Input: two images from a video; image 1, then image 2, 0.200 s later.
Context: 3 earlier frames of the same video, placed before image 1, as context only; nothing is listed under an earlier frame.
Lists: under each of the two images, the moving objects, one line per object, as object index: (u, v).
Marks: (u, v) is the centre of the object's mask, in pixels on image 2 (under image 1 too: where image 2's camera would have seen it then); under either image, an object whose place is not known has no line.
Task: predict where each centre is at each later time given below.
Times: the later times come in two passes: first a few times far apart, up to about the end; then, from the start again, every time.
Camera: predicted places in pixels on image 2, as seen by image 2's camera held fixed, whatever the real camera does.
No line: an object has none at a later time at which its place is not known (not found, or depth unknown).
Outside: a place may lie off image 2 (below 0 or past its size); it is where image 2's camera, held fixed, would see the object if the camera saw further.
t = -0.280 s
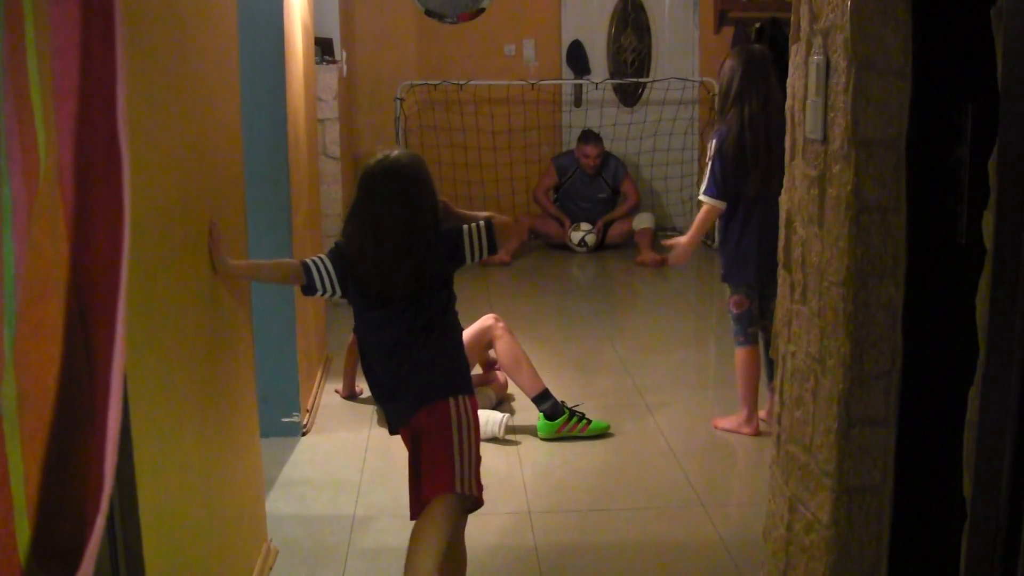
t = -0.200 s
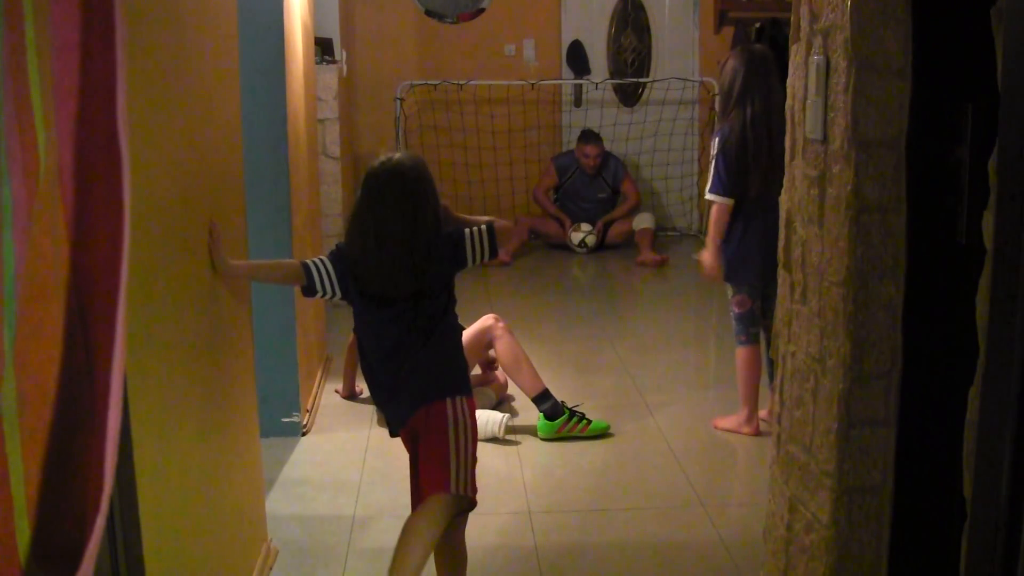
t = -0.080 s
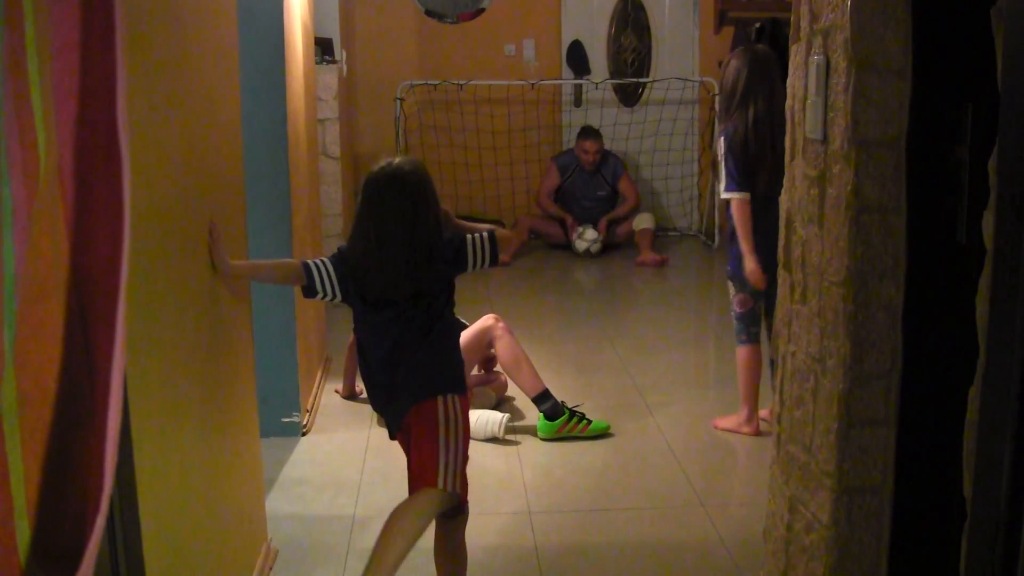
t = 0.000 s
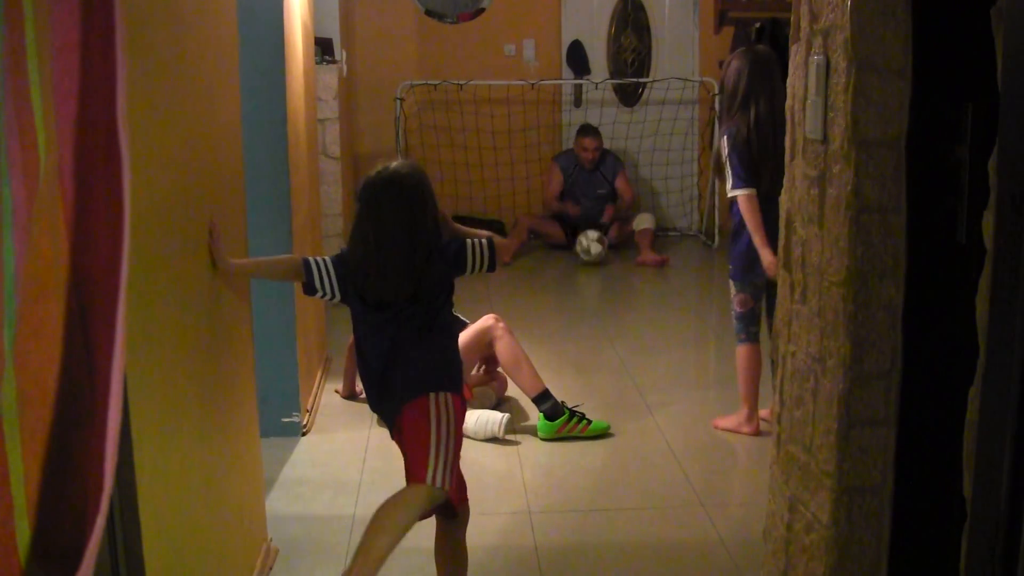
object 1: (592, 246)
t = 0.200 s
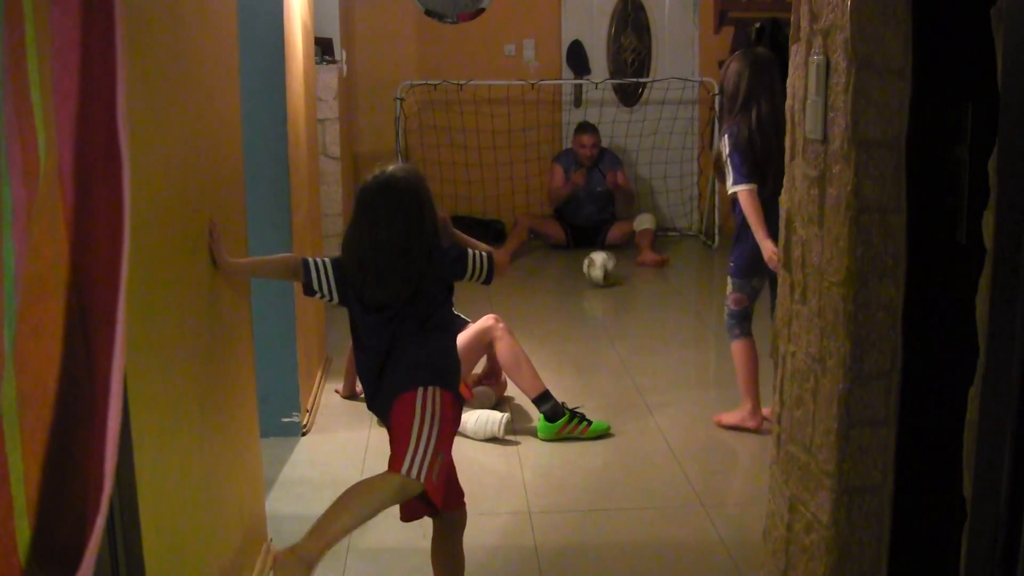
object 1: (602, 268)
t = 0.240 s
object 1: (605, 269)
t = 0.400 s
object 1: (611, 283)
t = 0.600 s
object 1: (623, 305)
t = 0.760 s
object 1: (636, 324)
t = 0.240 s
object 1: (605, 269)
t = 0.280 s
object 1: (604, 274)
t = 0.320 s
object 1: (606, 279)
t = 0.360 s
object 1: (609, 281)
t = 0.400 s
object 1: (611, 283)
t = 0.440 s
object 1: (614, 290)
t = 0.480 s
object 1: (616, 292)
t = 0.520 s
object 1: (619, 297)
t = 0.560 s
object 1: (621, 301)
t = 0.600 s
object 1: (623, 305)
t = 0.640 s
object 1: (626, 309)
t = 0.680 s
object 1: (629, 315)
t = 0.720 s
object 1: (633, 319)
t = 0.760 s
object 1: (636, 324)
